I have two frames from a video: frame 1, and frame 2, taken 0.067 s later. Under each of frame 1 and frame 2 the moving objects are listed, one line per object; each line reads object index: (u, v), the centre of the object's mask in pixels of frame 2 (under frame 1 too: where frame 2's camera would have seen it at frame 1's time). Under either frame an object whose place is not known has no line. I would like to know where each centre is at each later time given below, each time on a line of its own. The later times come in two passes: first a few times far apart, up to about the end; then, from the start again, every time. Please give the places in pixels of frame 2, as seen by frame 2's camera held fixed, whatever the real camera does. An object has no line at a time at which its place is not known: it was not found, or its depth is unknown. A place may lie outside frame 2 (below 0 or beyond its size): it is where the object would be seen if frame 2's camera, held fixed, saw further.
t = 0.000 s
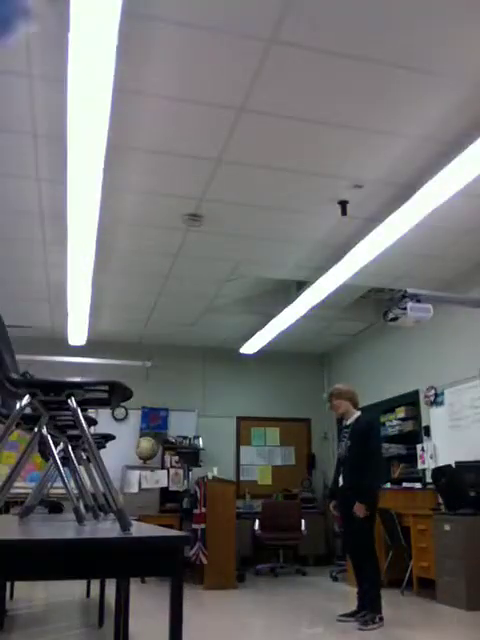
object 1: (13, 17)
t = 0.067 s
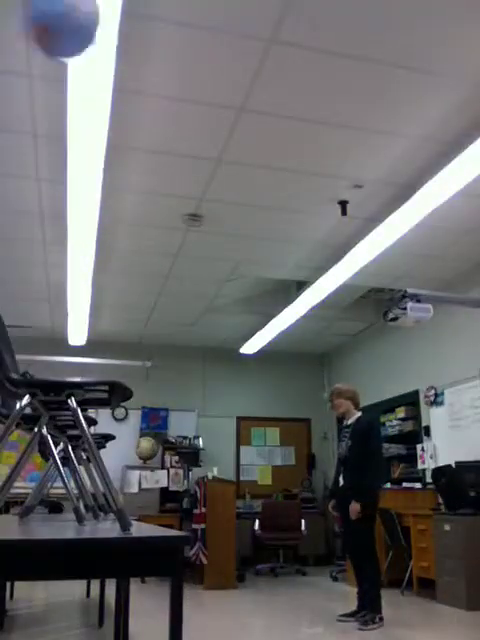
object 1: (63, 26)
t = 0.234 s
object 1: (192, 80)
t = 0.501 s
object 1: (309, 200)
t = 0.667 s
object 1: (350, 283)
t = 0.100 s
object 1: (99, 31)
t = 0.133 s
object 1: (127, 42)
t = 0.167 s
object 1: (151, 51)
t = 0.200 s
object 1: (171, 66)
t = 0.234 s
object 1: (192, 80)
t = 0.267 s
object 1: (212, 95)
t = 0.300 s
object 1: (230, 111)
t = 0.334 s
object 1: (246, 125)
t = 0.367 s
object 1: (261, 138)
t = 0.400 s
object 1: (274, 153)
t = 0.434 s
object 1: (285, 168)
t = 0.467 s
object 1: (297, 183)
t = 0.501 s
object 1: (309, 200)
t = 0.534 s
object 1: (319, 217)
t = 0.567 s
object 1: (327, 232)
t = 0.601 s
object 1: (334, 246)
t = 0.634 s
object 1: (341, 264)
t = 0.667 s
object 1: (350, 283)
